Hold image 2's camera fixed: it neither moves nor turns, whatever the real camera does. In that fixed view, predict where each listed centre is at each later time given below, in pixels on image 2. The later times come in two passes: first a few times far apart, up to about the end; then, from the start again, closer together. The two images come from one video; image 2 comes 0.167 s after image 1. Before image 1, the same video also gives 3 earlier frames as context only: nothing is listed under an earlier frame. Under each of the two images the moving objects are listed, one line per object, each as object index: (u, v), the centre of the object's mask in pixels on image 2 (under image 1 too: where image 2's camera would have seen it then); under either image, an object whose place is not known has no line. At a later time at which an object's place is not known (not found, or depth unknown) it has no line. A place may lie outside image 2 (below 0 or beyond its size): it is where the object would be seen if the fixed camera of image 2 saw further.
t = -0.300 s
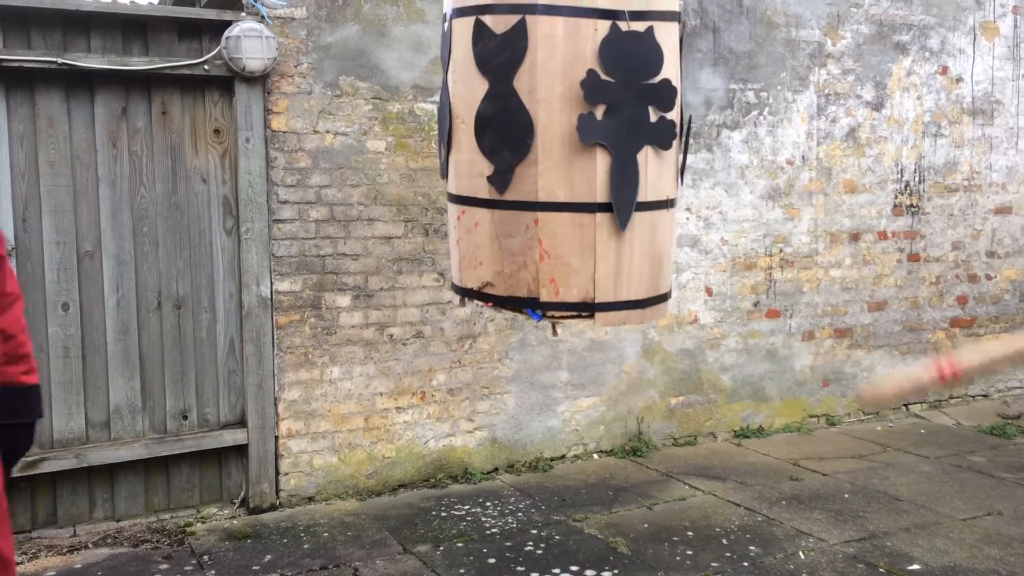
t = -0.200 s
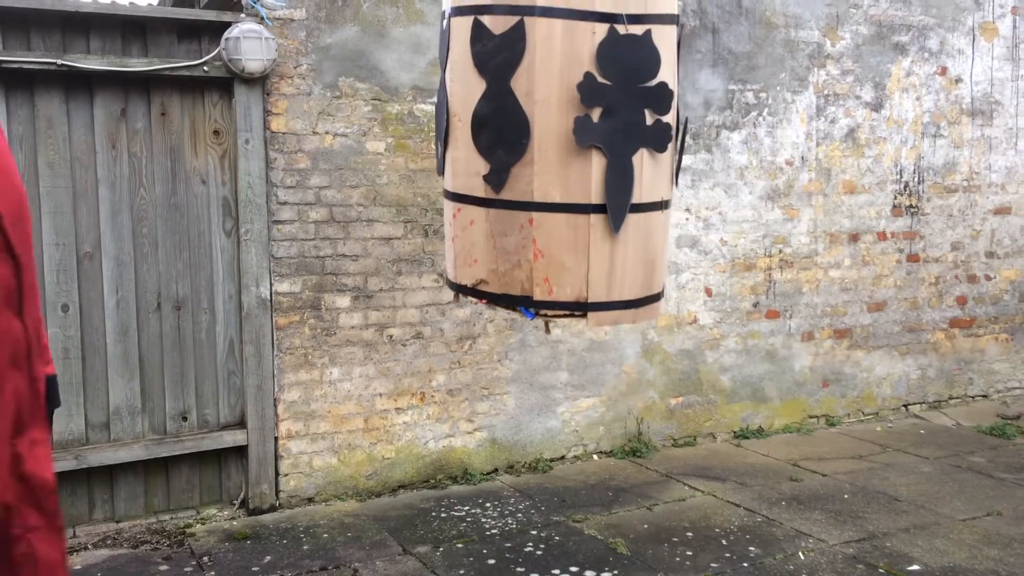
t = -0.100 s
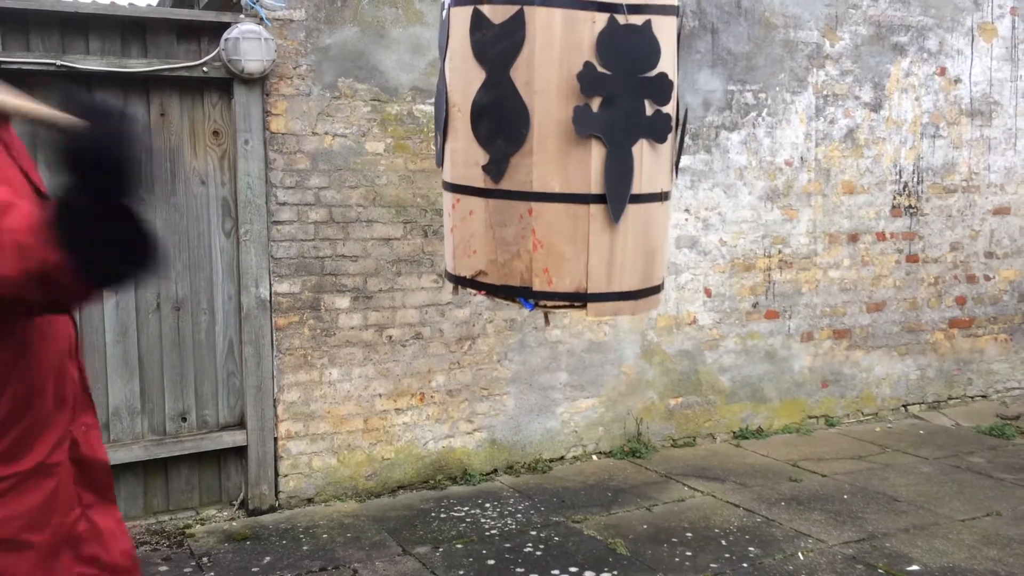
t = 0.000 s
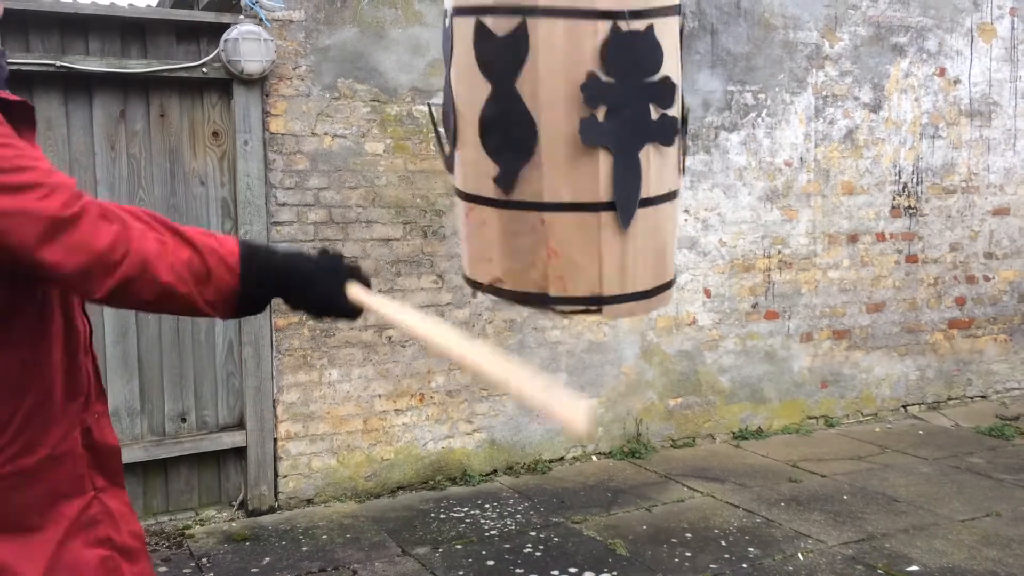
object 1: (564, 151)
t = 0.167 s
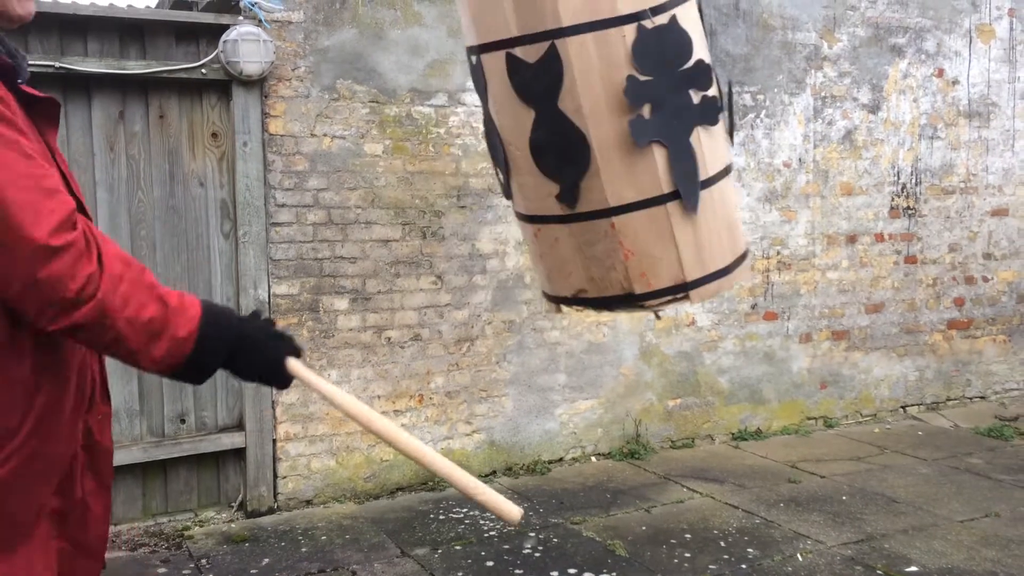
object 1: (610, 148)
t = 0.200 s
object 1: (618, 146)
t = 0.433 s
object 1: (622, 141)
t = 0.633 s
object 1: (588, 152)
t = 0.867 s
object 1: (534, 143)
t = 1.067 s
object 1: (518, 140)
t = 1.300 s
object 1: (531, 147)
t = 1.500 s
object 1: (578, 144)
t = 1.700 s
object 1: (605, 143)
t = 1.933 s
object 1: (608, 143)
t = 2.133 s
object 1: (583, 145)
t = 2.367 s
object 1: (546, 148)
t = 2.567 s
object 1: (529, 145)
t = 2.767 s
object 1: (546, 147)
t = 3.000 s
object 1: (576, 145)
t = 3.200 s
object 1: (600, 144)
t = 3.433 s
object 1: (597, 144)
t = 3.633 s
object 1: (570, 145)
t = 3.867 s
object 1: (534, 142)
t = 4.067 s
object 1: (517, 138)
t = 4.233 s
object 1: (520, 134)
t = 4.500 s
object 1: (556, 120)
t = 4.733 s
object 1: (584, 115)
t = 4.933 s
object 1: (591, 111)
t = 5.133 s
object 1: (579, 109)
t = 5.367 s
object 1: (551, 110)
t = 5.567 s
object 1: (537, 109)
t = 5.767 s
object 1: (537, 110)
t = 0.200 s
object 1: (618, 146)
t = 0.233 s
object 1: (625, 145)
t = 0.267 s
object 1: (629, 144)
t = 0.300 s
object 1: (630, 142)
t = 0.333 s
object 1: (630, 141)
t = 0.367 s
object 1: (628, 141)
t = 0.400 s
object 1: (625, 141)
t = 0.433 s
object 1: (622, 141)
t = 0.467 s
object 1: (617, 142)
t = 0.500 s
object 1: (612, 144)
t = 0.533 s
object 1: (607, 145)
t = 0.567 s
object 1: (601, 148)
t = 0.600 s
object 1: (595, 150)
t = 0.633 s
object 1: (588, 152)
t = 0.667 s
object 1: (581, 153)
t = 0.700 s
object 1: (573, 153)
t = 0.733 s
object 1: (564, 152)
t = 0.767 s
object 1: (556, 150)
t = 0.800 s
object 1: (549, 150)
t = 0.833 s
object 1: (540, 146)
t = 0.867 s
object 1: (534, 143)
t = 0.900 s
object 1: (529, 142)
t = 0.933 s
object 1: (525, 140)
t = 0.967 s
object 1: (522, 139)
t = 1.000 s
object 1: (520, 139)
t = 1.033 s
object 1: (519, 139)
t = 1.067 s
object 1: (518, 140)
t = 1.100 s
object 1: (518, 141)
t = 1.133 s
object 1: (518, 142)
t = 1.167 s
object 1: (519, 144)
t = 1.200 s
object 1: (520, 146)
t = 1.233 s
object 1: (523, 146)
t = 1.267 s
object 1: (526, 147)
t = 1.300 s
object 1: (531, 147)
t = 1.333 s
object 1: (537, 147)
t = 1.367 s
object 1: (544, 146)
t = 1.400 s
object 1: (552, 146)
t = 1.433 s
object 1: (561, 145)
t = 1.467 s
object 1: (570, 144)
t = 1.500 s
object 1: (578, 144)
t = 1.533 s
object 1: (585, 144)
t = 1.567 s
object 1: (591, 143)
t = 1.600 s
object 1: (596, 144)
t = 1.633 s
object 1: (600, 143)
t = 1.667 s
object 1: (603, 143)
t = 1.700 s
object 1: (605, 143)
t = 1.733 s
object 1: (607, 143)
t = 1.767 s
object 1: (609, 143)
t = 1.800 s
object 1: (610, 143)
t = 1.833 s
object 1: (611, 143)
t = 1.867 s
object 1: (611, 142)
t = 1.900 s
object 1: (610, 142)
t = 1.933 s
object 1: (608, 143)
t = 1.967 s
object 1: (605, 143)
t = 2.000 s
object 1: (602, 143)
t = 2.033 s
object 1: (597, 143)
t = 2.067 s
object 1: (593, 143)
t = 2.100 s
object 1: (588, 144)
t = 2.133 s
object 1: (583, 145)
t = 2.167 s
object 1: (577, 146)
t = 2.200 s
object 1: (573, 147)
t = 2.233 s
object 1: (567, 148)
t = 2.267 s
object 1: (562, 149)
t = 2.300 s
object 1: (557, 149)
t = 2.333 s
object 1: (551, 149)
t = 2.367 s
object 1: (546, 148)
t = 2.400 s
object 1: (541, 148)
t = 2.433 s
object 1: (537, 147)
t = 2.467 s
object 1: (533, 146)
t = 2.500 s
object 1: (530, 145)
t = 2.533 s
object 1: (529, 145)
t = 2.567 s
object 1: (529, 145)
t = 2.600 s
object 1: (530, 145)
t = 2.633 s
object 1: (532, 145)
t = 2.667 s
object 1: (536, 146)
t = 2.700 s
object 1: (539, 146)
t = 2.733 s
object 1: (543, 147)
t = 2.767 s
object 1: (546, 147)
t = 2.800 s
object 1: (550, 147)
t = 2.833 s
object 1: (553, 147)
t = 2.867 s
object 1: (557, 147)
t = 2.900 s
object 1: (562, 147)
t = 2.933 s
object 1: (566, 146)
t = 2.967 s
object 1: (571, 146)
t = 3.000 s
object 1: (576, 145)
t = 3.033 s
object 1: (581, 145)
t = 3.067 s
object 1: (586, 145)
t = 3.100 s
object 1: (590, 145)
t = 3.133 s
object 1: (595, 145)
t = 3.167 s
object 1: (598, 144)
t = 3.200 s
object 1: (600, 144)
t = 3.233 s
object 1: (602, 144)
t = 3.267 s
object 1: (603, 144)
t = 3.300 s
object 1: (603, 144)
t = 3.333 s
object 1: (602, 144)
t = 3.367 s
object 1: (601, 144)
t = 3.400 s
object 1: (599, 144)
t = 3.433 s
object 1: (597, 144)
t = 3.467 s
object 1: (595, 144)
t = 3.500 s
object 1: (591, 145)
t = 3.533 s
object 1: (587, 145)
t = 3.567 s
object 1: (582, 145)
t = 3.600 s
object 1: (576, 145)
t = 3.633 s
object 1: (570, 145)
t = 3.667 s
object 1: (564, 145)
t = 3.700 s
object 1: (559, 144)
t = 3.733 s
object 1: (553, 143)
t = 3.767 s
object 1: (548, 143)
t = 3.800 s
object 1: (543, 142)
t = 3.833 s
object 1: (538, 142)
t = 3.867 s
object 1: (534, 142)
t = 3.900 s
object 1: (530, 141)
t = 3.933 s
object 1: (527, 140)
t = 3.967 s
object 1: (524, 140)
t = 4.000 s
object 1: (521, 139)
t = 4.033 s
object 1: (519, 139)
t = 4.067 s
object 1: (517, 138)
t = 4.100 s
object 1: (516, 138)
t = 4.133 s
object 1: (516, 137)
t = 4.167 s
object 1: (517, 136)
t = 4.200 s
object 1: (518, 135)
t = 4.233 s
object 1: (520, 134)
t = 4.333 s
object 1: (532, 130)
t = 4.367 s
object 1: (538, 128)
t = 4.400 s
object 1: (542, 126)
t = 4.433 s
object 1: (547, 124)
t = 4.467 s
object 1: (552, 122)
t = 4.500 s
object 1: (556, 120)
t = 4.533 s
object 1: (560, 119)
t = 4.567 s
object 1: (565, 119)
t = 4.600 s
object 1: (569, 118)
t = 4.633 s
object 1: (572, 116)
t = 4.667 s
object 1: (577, 116)
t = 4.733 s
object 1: (584, 115)
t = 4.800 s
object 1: (589, 113)
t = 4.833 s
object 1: (591, 112)
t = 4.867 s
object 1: (591, 112)
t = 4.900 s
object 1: (591, 112)
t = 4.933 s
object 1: (591, 111)
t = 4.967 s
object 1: (590, 111)
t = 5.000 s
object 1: (589, 111)
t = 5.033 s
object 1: (587, 111)
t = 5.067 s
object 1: (584, 110)
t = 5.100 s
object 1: (582, 109)
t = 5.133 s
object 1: (579, 109)
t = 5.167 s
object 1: (576, 109)
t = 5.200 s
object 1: (573, 109)
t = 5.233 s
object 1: (569, 110)
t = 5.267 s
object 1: (564, 111)
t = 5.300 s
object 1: (560, 111)
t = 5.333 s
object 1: (556, 111)
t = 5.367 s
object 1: (551, 110)
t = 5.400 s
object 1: (548, 110)
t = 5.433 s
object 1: (545, 109)
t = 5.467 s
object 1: (542, 110)
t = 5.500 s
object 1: (540, 109)
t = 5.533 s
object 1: (538, 109)
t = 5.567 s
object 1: (537, 109)
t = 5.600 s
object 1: (536, 109)
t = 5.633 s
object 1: (535, 109)
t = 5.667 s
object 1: (536, 109)
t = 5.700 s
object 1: (535, 109)
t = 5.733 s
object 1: (536, 109)
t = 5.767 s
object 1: (537, 110)
